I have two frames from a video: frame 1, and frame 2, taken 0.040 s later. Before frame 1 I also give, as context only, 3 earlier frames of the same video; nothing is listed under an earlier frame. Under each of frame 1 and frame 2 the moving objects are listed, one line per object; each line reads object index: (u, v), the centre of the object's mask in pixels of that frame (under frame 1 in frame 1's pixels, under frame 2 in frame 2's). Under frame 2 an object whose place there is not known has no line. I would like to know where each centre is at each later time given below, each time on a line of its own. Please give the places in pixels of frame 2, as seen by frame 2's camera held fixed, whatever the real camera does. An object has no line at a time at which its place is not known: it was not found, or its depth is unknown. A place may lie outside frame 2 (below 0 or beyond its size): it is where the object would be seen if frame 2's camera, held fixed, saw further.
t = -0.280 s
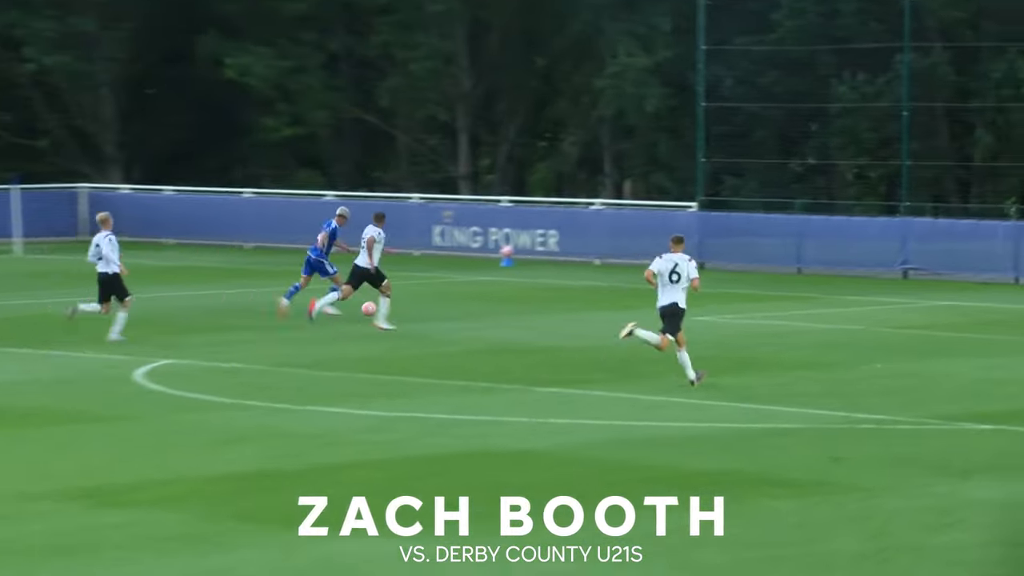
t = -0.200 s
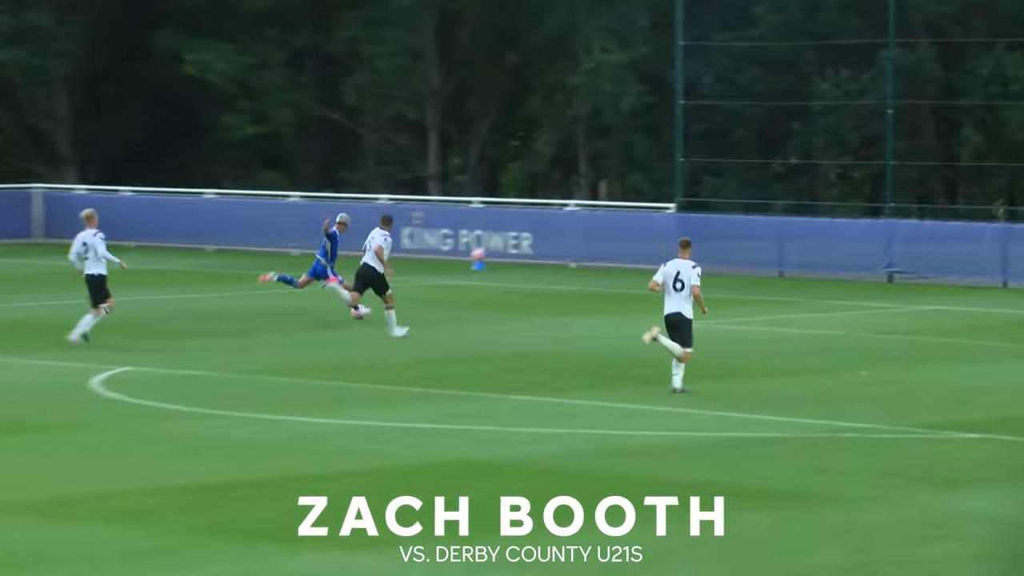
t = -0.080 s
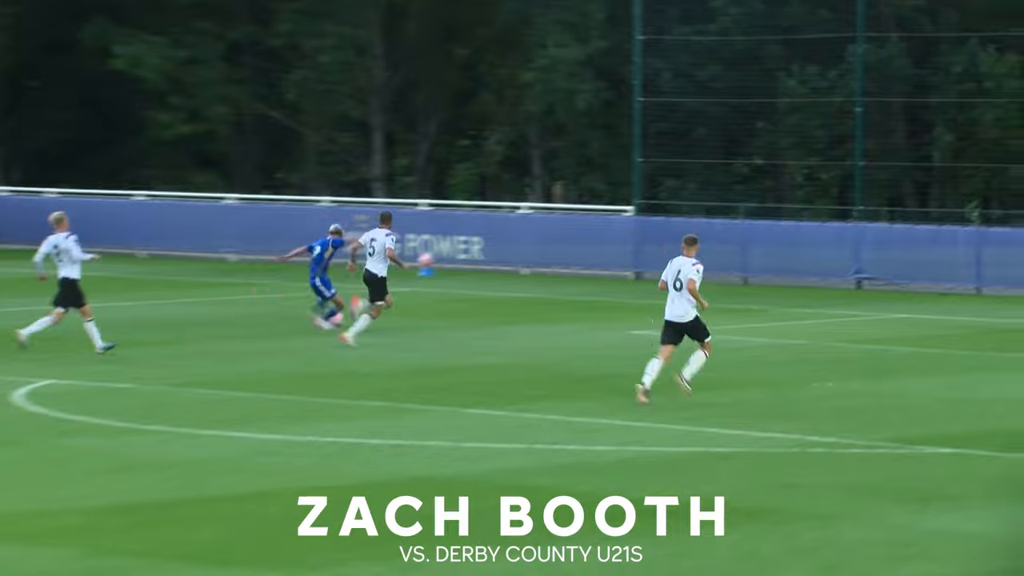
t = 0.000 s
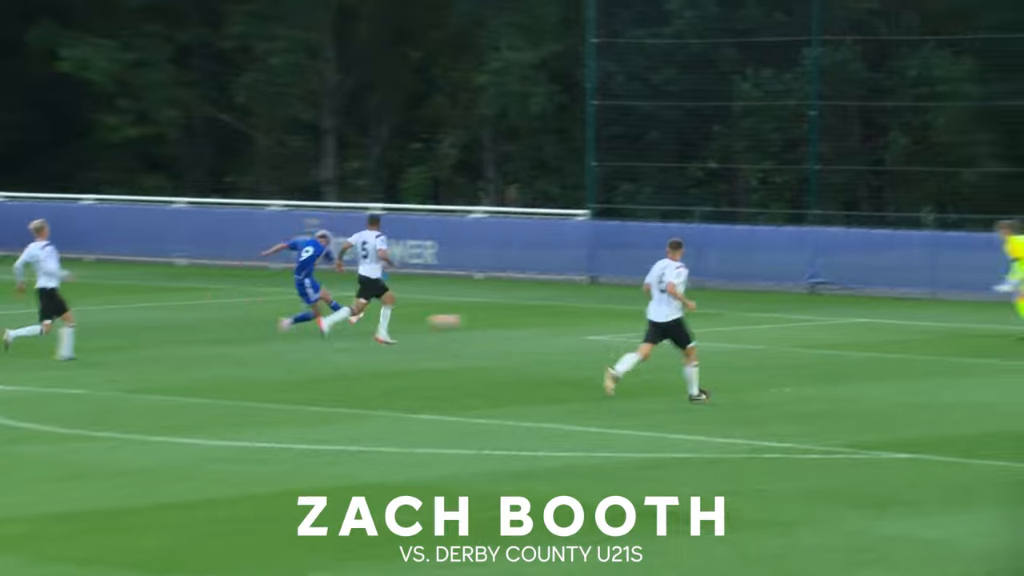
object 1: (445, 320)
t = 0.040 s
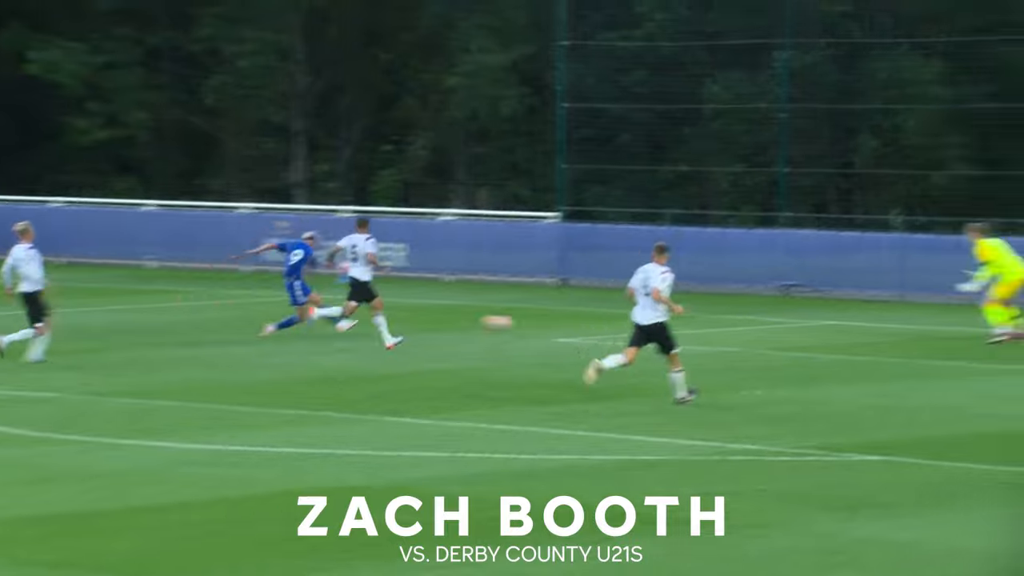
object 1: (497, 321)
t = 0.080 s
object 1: (577, 322)
